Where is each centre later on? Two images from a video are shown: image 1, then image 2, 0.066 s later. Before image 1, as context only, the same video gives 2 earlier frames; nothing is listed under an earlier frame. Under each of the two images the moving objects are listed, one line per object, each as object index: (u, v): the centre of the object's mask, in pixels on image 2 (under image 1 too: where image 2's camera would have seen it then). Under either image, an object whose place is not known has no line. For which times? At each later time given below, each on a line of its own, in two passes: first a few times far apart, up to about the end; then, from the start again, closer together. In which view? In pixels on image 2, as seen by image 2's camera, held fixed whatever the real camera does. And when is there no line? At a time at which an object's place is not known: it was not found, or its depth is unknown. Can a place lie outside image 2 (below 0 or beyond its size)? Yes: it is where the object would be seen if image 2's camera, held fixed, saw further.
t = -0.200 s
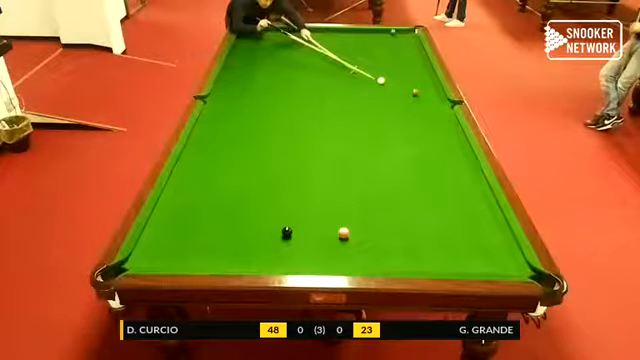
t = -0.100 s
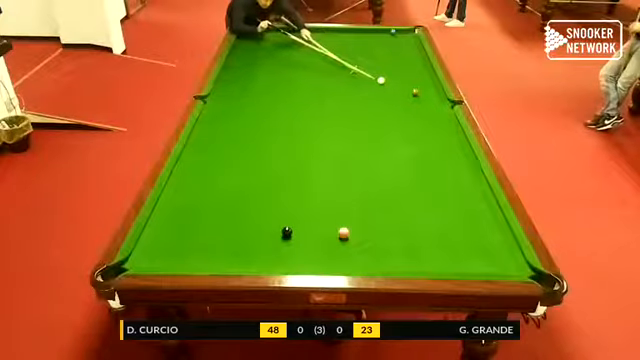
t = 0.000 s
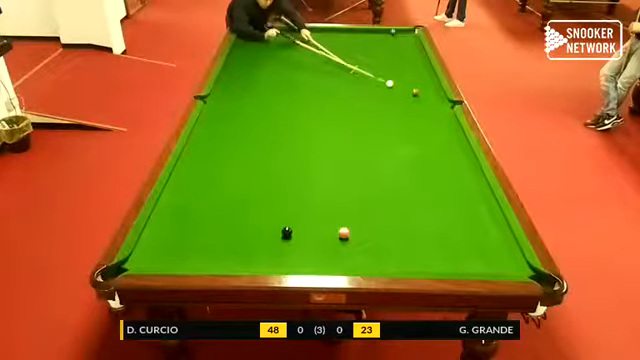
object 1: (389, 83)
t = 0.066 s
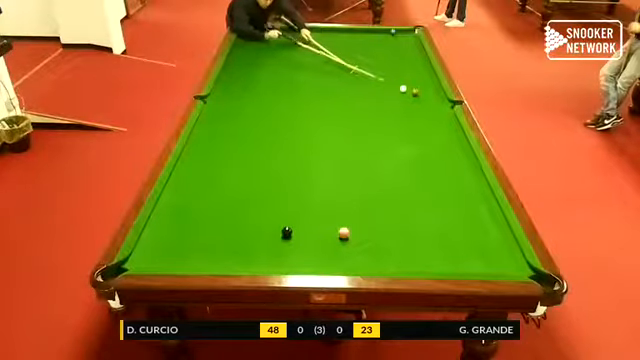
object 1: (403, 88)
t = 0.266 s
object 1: (410, 92)
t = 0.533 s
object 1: (412, 96)
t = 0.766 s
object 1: (414, 99)
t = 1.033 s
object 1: (416, 102)
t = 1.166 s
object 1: (417, 103)
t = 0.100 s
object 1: (409, 89)
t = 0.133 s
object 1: (408, 90)
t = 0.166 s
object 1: (409, 91)
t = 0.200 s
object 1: (409, 91)
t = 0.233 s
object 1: (409, 92)
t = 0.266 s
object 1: (410, 92)
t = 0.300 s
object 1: (410, 93)
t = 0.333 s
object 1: (410, 93)
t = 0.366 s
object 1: (410, 94)
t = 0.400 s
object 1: (410, 94)
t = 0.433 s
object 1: (411, 95)
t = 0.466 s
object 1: (411, 95)
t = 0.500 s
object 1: (412, 95)
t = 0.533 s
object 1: (412, 96)
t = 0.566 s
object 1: (412, 96)
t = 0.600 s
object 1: (412, 97)
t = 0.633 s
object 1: (413, 97)
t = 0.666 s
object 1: (413, 98)
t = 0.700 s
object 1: (413, 98)
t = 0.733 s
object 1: (413, 98)
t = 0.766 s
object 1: (414, 99)
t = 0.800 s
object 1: (414, 99)
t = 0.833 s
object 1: (414, 99)
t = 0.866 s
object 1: (414, 100)
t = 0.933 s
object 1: (415, 101)
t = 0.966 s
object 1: (415, 101)
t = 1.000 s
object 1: (416, 101)
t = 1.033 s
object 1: (416, 102)
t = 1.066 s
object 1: (416, 102)
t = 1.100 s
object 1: (416, 103)
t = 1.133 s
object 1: (416, 103)
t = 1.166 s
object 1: (417, 103)
